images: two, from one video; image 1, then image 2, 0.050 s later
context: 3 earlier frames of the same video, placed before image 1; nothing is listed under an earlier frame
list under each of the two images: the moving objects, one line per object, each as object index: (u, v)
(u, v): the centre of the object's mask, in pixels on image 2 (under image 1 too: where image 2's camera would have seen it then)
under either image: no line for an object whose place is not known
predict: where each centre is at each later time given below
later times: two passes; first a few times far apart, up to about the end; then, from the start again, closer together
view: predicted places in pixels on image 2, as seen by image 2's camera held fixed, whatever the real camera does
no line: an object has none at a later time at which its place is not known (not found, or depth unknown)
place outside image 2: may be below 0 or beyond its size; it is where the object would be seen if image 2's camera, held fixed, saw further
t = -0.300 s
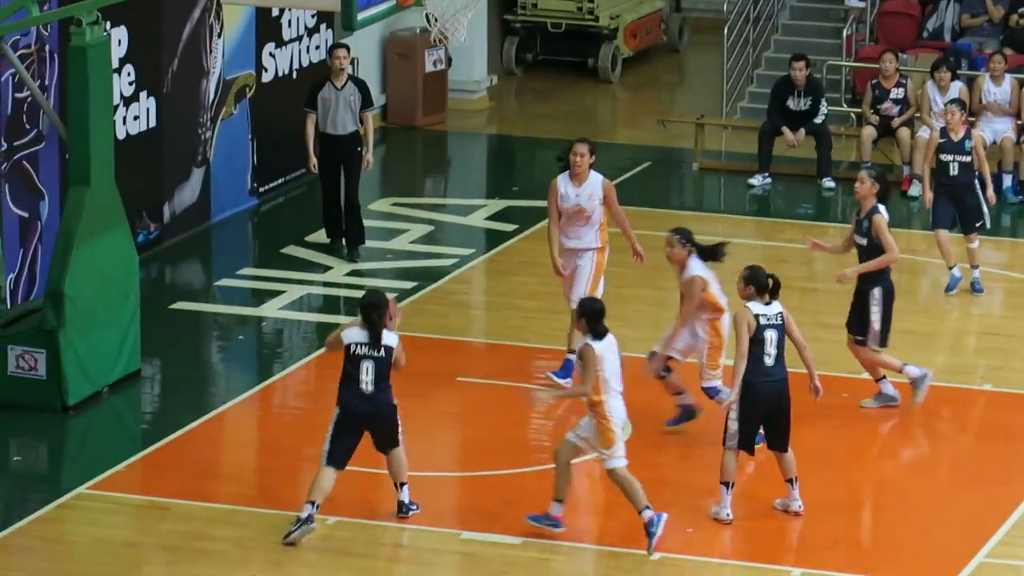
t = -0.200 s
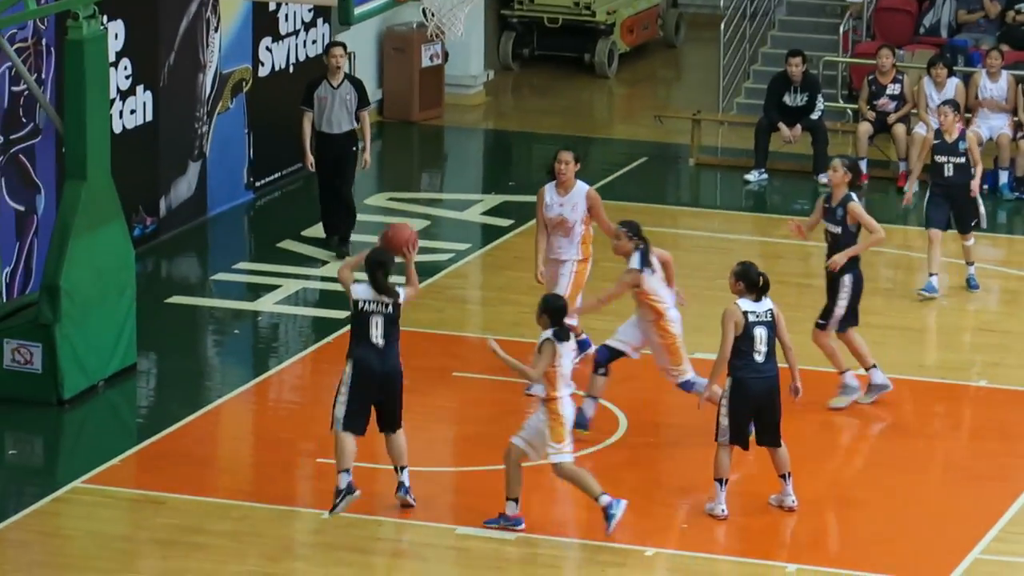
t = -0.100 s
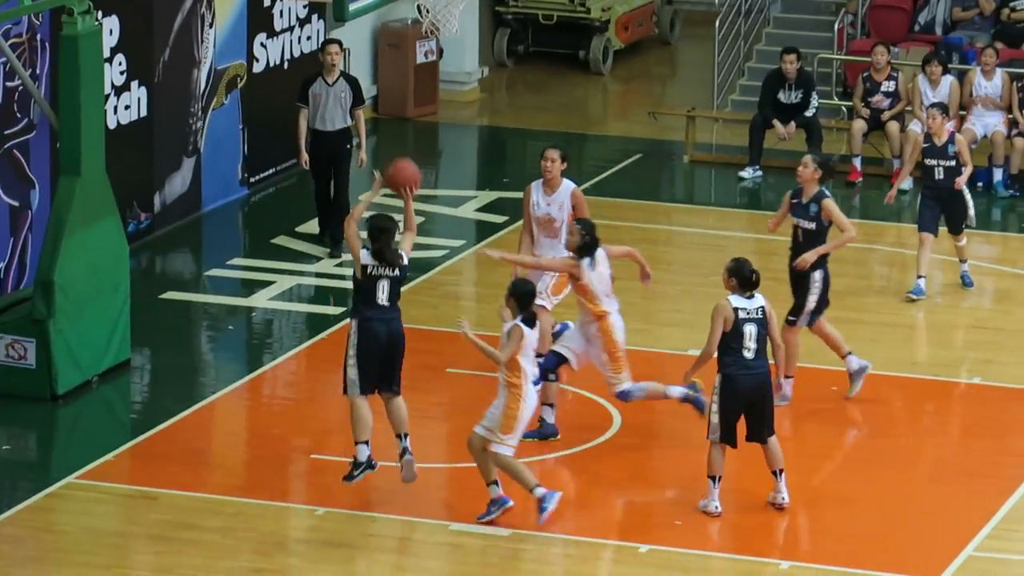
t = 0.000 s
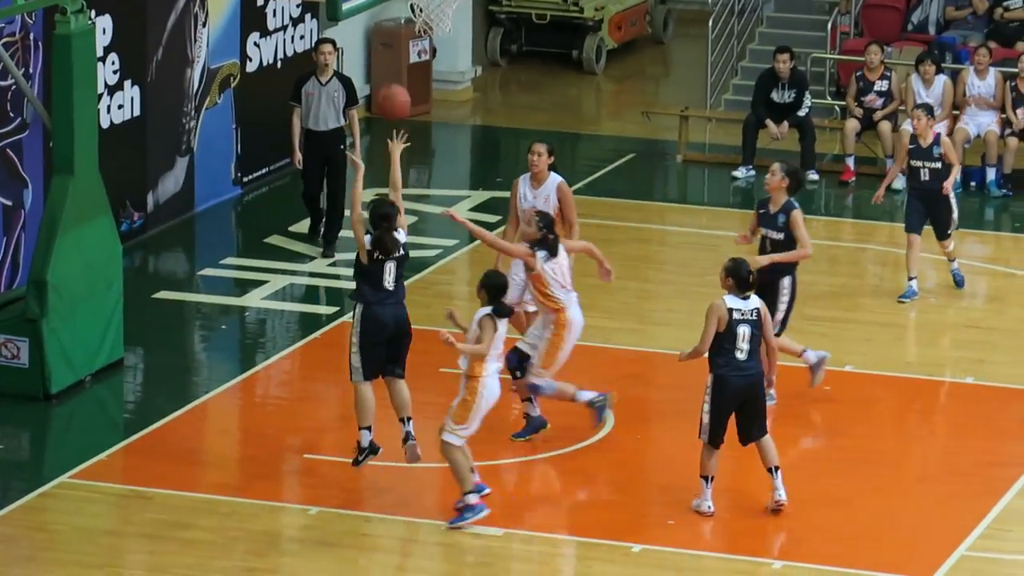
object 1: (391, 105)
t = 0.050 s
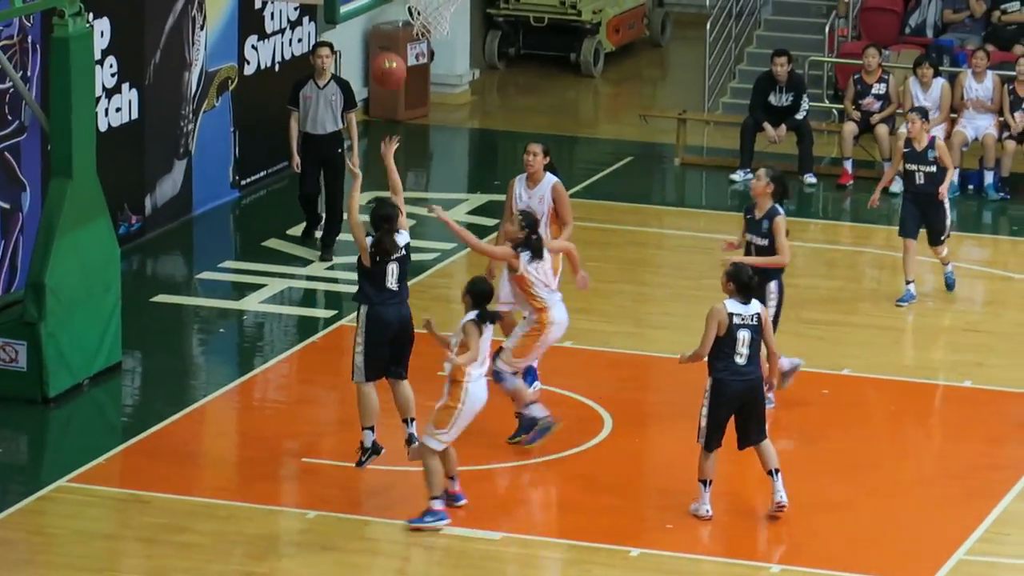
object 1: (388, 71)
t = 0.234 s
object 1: (380, -21)
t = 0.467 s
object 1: (417, -44)
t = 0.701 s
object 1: (426, 19)
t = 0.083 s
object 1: (387, 49)
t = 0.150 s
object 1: (384, 13)
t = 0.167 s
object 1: (384, 6)
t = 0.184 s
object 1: (382, -3)
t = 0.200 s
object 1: (381, -10)
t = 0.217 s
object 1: (381, -16)
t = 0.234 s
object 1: (380, -21)
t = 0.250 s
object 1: (379, -26)
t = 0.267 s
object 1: (378, -32)
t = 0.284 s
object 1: (376, -36)
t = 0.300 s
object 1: (376, -40)
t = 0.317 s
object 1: (375, -43)
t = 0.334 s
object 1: (376, -46)
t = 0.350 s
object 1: (381, -48)
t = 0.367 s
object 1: (387, -49)
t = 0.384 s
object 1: (391, -51)
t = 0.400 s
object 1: (397, -50)
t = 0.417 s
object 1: (402, -49)
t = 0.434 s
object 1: (407, -48)
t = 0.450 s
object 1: (412, -46)
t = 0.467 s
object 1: (417, -44)
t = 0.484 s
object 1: (423, -41)
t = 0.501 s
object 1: (427, -39)
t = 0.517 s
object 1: (432, -36)
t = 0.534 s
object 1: (437, -32)
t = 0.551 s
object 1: (442, -30)
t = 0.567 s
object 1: (447, -28)
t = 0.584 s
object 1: (448, -21)
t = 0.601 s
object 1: (446, -13)
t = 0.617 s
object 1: (444, -4)
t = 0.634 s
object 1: (440, -1)
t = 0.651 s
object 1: (437, 3)
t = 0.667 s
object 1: (433, 9)
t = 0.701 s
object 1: (426, 19)
